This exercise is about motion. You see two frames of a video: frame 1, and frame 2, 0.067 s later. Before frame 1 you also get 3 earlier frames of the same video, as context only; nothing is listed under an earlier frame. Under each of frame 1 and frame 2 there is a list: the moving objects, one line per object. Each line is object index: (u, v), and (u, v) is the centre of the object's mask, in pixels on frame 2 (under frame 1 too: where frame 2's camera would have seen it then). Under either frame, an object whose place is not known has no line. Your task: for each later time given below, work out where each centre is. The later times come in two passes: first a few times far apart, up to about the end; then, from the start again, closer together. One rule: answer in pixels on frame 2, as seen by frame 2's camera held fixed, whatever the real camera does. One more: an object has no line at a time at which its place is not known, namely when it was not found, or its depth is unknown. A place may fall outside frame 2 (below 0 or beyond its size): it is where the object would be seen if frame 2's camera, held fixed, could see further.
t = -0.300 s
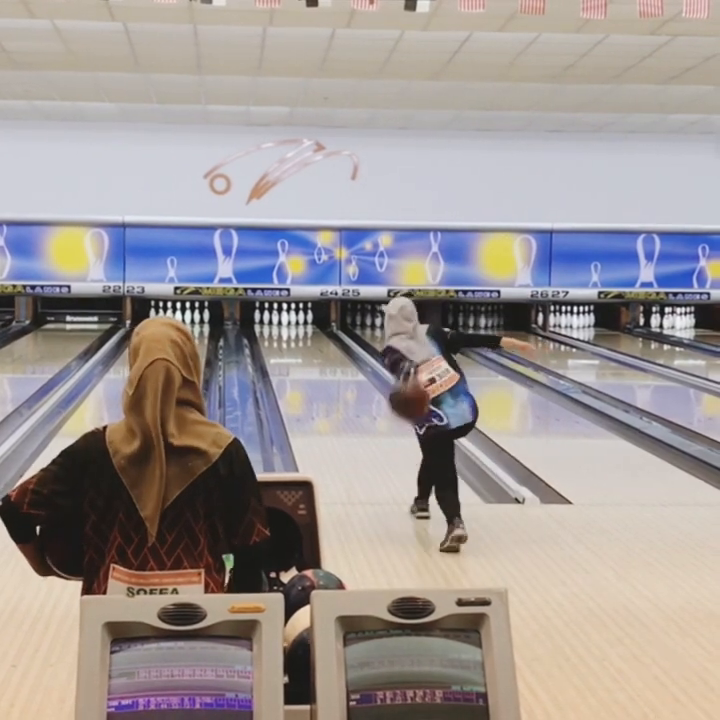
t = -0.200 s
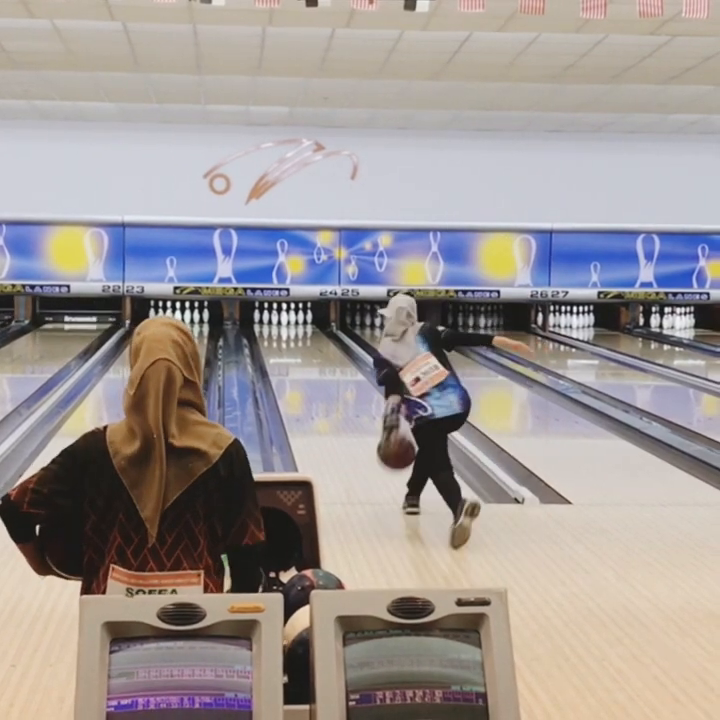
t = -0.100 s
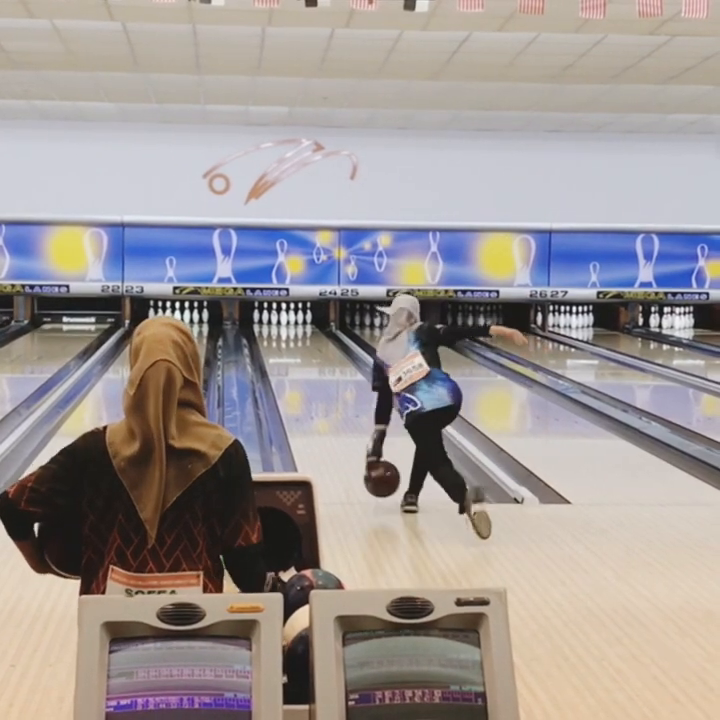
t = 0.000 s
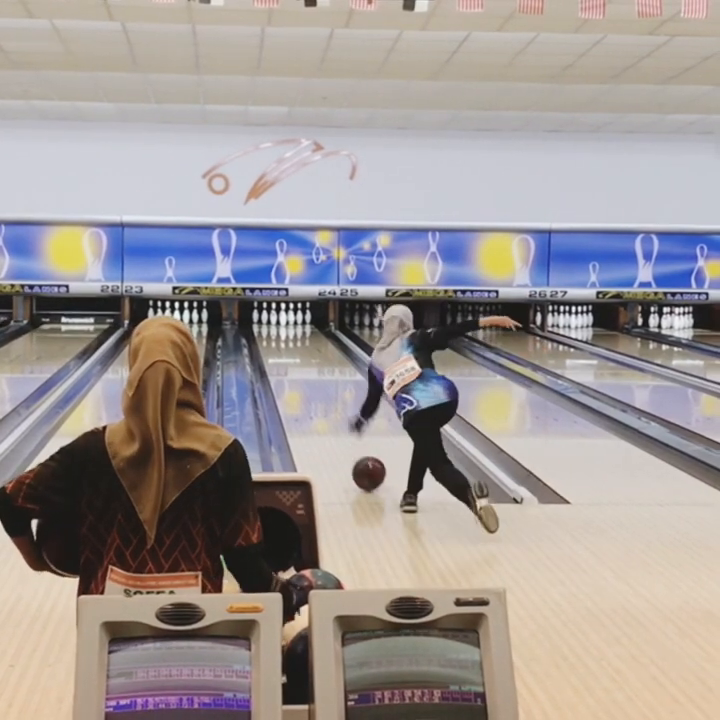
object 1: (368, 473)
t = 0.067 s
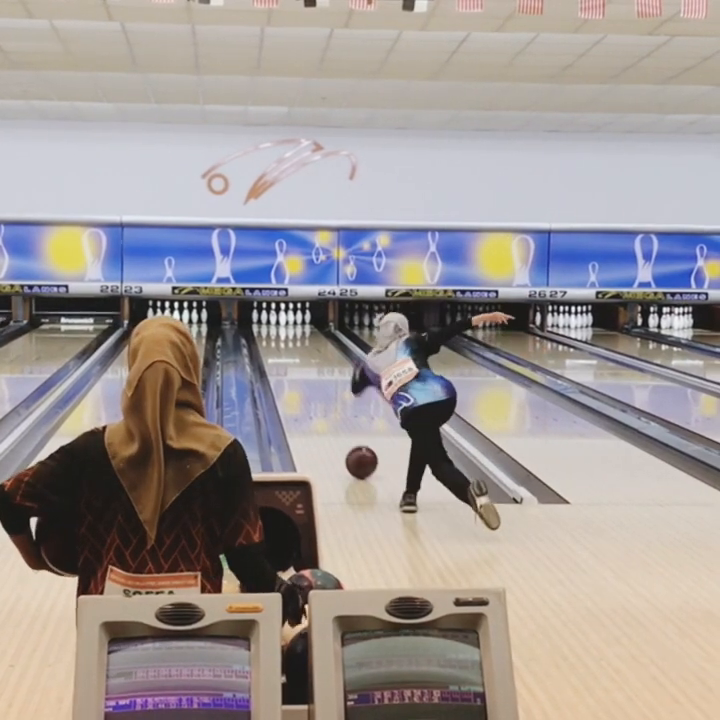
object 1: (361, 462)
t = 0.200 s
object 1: (349, 442)
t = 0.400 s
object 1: (335, 418)
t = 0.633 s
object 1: (322, 397)
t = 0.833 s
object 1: (314, 382)
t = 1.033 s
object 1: (307, 369)
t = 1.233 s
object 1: (301, 359)
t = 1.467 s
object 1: (295, 349)
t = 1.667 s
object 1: (291, 341)
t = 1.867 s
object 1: (288, 335)
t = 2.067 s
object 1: (285, 329)
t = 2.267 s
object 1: (284, 324)
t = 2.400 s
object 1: (285, 322)
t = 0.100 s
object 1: (358, 456)
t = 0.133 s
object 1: (355, 451)
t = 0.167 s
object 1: (352, 446)
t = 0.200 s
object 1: (349, 442)
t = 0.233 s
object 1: (347, 437)
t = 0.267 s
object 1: (344, 433)
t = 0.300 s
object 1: (342, 429)
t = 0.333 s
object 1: (340, 425)
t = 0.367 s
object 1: (337, 421)
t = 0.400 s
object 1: (335, 418)
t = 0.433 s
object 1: (333, 414)
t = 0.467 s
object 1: (331, 411)
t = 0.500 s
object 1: (329, 408)
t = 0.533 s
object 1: (327, 405)
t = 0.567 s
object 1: (326, 402)
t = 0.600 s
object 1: (324, 399)
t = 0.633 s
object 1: (322, 397)
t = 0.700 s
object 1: (319, 391)
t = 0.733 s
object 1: (318, 389)
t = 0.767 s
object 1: (317, 386)
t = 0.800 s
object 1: (315, 384)
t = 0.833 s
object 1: (314, 382)
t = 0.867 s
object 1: (313, 379)
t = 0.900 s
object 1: (311, 377)
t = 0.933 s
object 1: (310, 375)
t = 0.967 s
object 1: (309, 373)
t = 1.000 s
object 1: (308, 371)
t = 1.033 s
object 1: (307, 369)
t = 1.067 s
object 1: (305, 367)
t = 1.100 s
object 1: (305, 366)
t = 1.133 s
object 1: (304, 364)
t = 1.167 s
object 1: (303, 362)
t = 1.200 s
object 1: (302, 360)
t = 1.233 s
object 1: (301, 359)
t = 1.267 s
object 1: (300, 357)
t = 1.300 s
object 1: (299, 356)
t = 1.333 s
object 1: (298, 354)
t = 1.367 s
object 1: (298, 353)
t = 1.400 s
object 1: (297, 351)
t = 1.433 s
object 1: (296, 350)
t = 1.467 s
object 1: (295, 349)
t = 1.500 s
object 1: (294, 347)
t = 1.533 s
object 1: (293, 346)
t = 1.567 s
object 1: (292, 345)
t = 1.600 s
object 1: (292, 343)
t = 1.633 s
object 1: (291, 343)
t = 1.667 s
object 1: (291, 341)
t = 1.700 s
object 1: (290, 340)
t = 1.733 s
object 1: (290, 339)
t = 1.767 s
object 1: (289, 338)
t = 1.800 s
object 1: (289, 337)
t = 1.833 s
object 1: (288, 336)
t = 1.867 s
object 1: (288, 335)
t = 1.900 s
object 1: (288, 333)
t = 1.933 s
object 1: (287, 333)
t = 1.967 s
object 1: (287, 332)
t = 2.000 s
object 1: (286, 331)
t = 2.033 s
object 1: (286, 330)
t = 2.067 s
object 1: (285, 329)
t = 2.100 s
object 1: (285, 328)
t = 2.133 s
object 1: (285, 327)
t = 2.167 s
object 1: (285, 327)
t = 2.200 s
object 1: (285, 326)
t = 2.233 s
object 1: (284, 325)
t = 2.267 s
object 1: (284, 324)
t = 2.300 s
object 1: (284, 323)
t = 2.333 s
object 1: (284, 323)
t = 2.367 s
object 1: (285, 323)
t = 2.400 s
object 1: (285, 322)
